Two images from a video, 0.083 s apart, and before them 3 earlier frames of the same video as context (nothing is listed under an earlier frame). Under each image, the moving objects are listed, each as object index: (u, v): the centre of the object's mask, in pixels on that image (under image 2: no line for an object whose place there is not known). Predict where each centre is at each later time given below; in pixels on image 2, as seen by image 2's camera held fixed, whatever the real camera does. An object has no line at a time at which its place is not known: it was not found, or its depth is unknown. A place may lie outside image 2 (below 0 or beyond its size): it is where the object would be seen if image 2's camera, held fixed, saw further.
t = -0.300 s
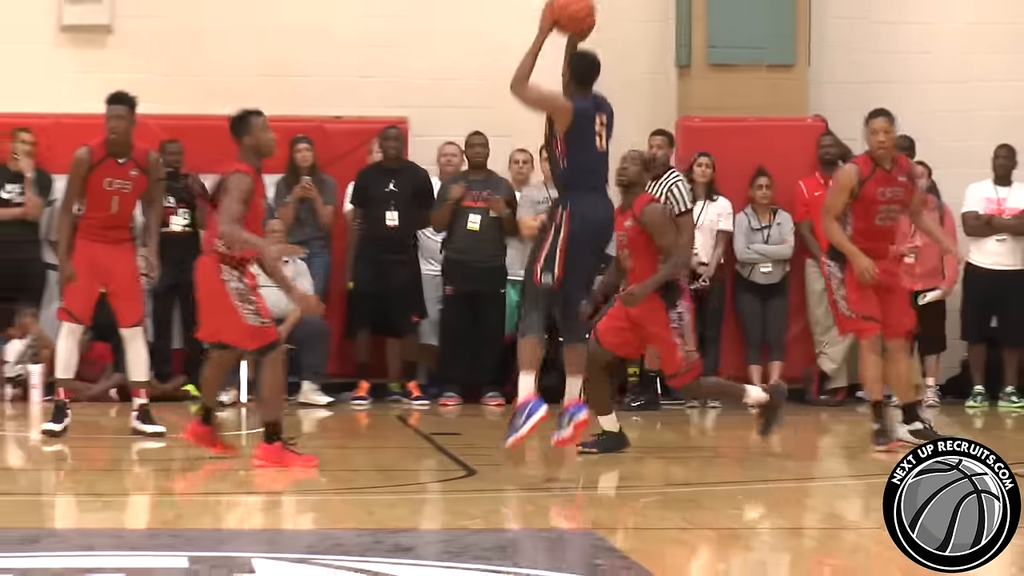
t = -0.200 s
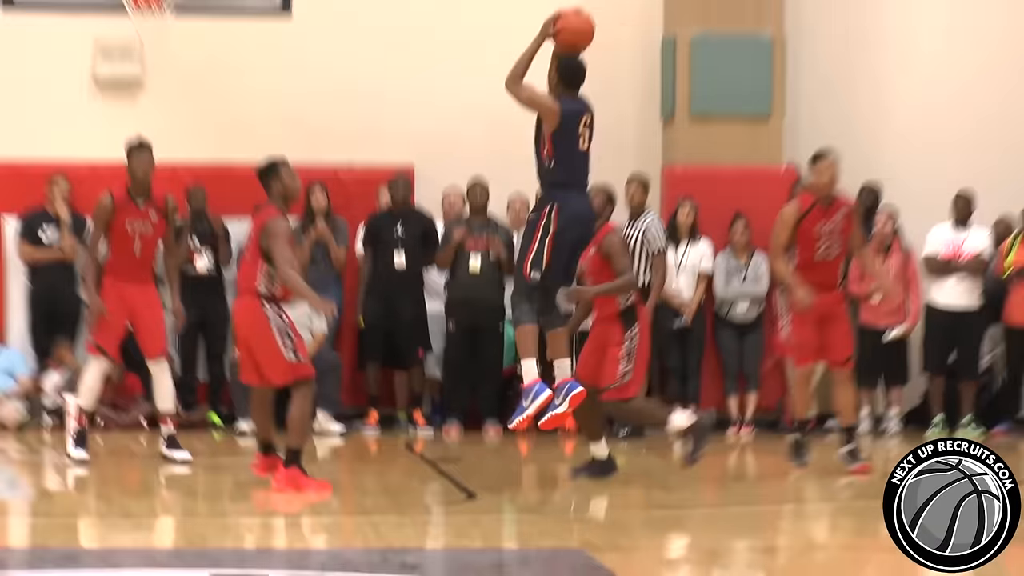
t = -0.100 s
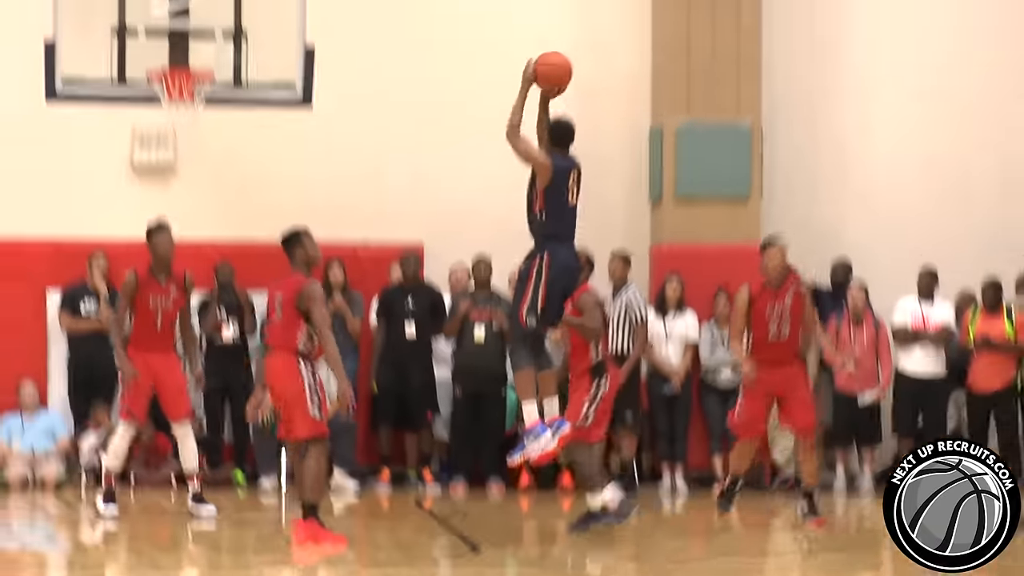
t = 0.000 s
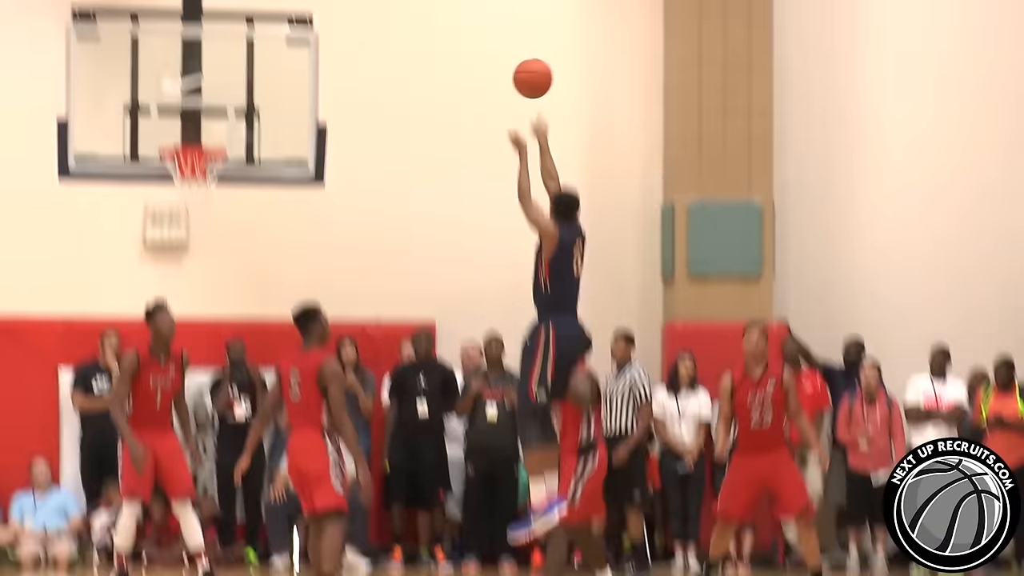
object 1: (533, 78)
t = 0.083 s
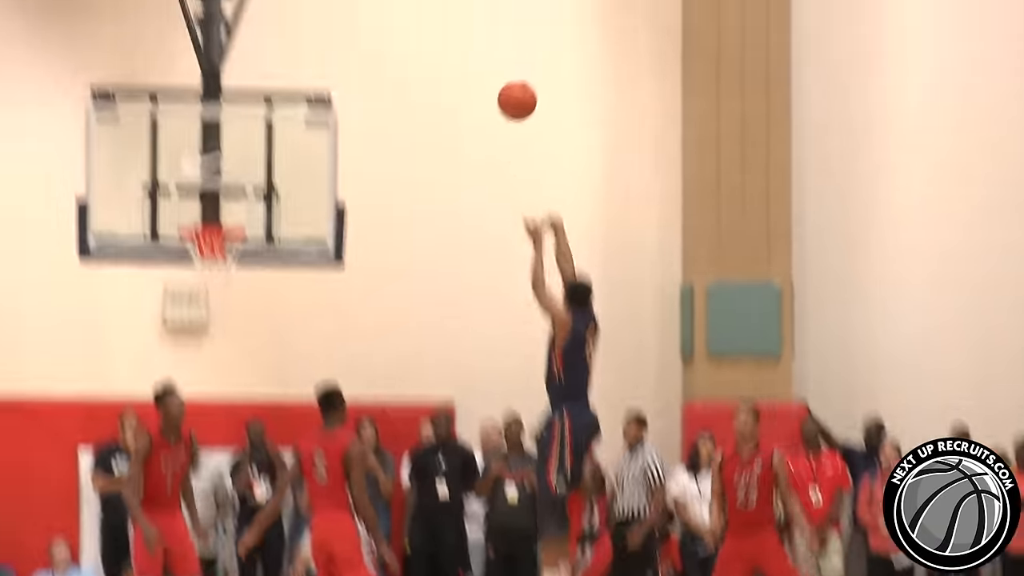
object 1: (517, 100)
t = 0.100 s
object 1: (511, 91)
